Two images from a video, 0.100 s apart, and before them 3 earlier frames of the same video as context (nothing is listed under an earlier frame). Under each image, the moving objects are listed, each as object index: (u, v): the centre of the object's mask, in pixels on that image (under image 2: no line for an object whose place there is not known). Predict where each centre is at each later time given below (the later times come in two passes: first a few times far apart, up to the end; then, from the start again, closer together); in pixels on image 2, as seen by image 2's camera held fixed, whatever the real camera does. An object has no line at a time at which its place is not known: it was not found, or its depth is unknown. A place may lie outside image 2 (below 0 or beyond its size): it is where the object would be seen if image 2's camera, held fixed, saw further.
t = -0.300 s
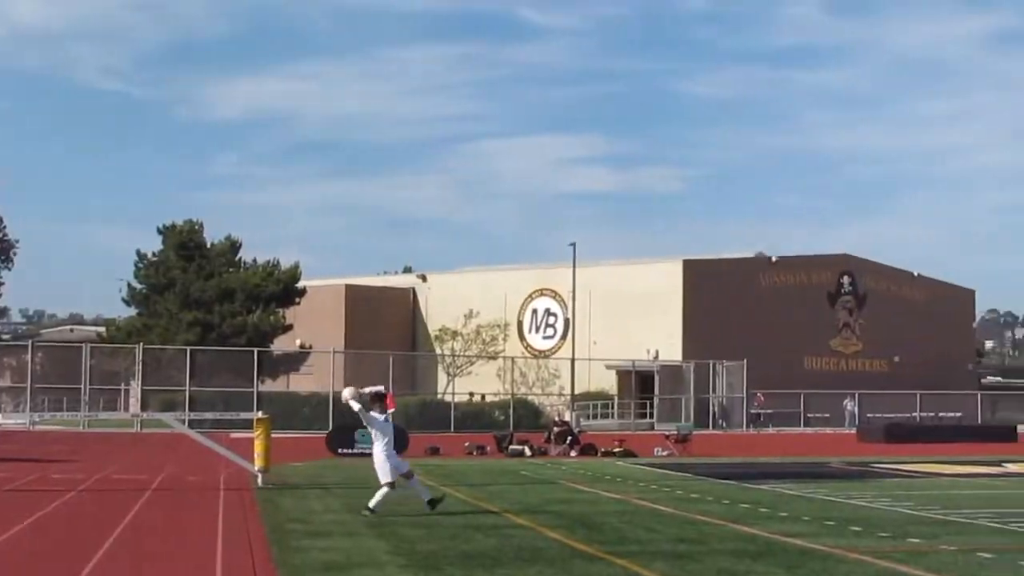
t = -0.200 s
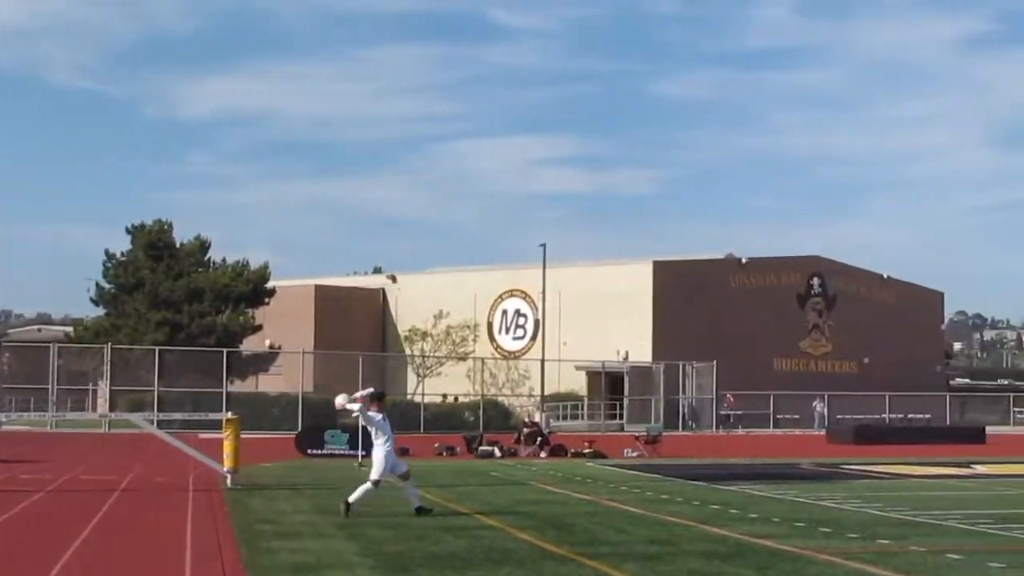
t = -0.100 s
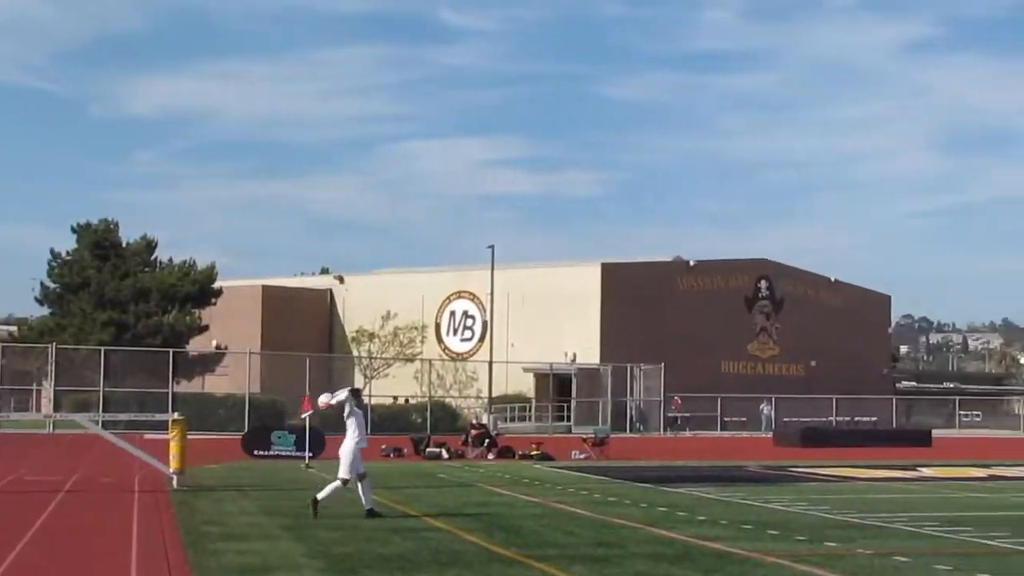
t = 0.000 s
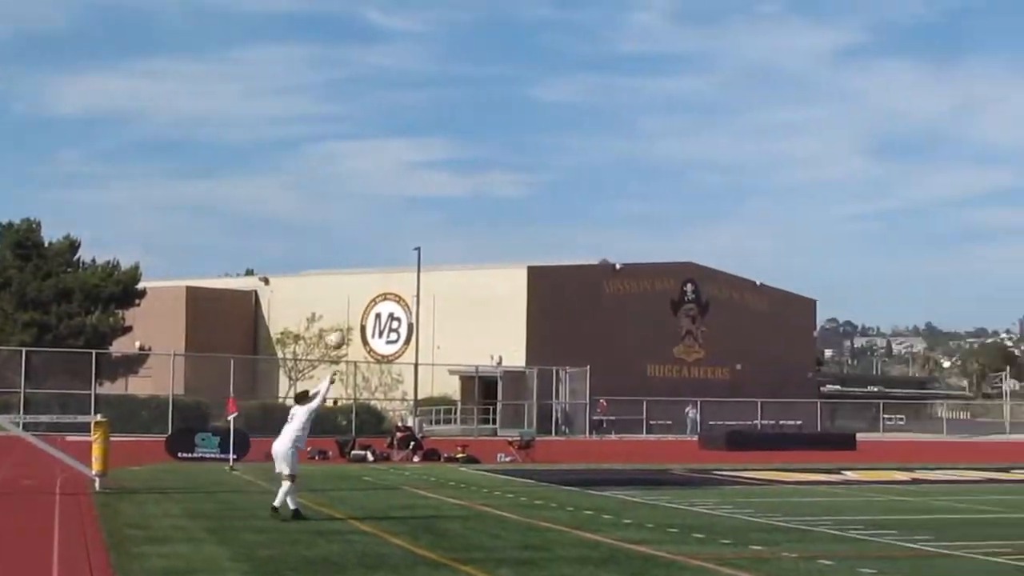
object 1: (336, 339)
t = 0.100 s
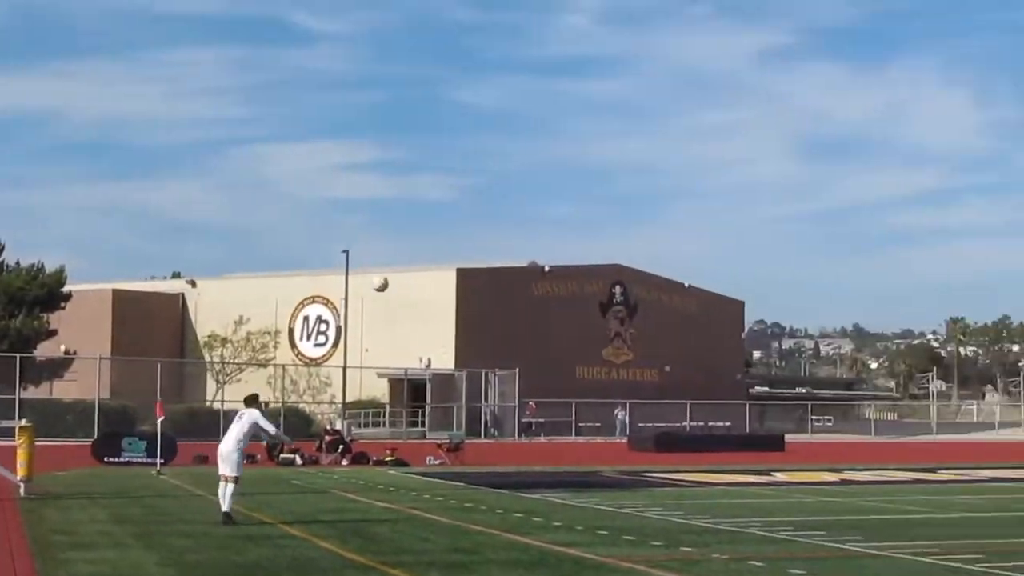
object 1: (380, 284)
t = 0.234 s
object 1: (518, 219)
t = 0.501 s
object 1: (761, 133)
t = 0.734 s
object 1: (943, 97)
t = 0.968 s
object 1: (1098, 94)
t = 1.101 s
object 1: (1178, 101)
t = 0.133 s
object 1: (415, 266)
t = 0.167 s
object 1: (451, 249)
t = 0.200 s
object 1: (485, 234)
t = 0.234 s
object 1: (518, 219)
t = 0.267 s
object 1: (551, 205)
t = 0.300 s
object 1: (583, 193)
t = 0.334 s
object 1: (615, 180)
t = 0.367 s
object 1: (645, 169)
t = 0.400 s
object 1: (675, 158)
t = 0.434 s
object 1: (704, 149)
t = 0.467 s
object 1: (733, 141)
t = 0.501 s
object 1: (761, 133)
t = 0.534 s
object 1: (788, 126)
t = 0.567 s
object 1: (815, 119)
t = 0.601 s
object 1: (842, 113)
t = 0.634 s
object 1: (868, 108)
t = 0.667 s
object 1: (893, 104)
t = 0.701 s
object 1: (918, 100)
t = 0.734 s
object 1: (943, 97)
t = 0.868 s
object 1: (1036, 93)
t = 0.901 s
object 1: (1056, 93)
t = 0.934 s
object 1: (1078, 93)
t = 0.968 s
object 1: (1098, 94)
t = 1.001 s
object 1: (1118, 95)
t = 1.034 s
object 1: (1139, 96)
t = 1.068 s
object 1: (1158, 98)
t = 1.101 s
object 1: (1178, 101)
